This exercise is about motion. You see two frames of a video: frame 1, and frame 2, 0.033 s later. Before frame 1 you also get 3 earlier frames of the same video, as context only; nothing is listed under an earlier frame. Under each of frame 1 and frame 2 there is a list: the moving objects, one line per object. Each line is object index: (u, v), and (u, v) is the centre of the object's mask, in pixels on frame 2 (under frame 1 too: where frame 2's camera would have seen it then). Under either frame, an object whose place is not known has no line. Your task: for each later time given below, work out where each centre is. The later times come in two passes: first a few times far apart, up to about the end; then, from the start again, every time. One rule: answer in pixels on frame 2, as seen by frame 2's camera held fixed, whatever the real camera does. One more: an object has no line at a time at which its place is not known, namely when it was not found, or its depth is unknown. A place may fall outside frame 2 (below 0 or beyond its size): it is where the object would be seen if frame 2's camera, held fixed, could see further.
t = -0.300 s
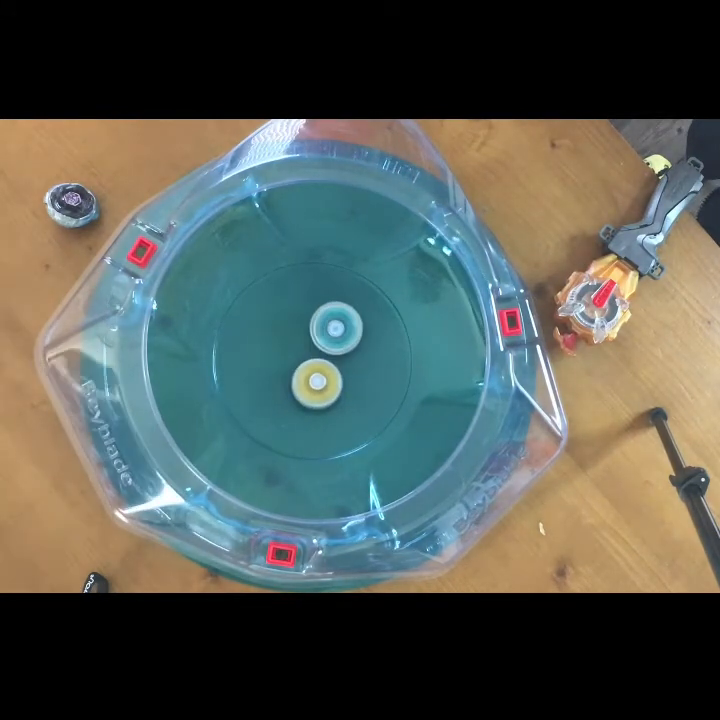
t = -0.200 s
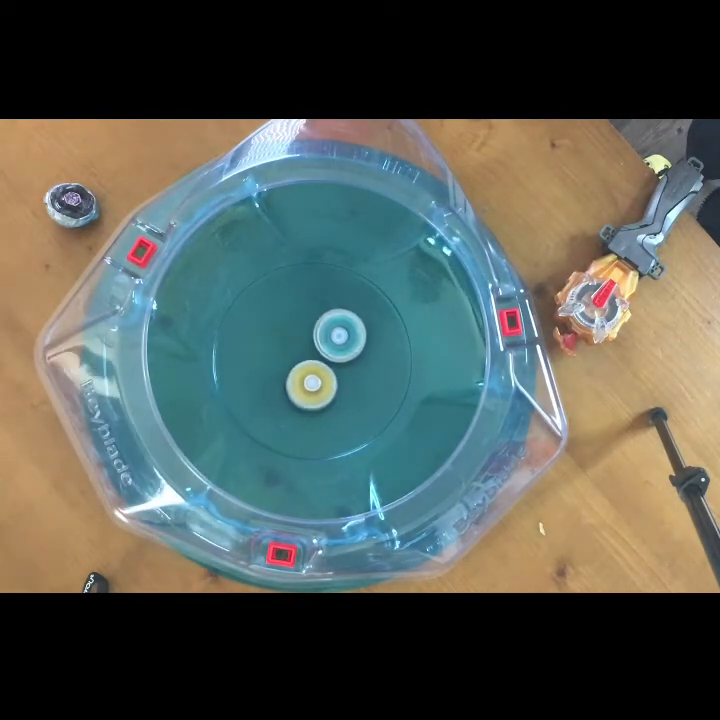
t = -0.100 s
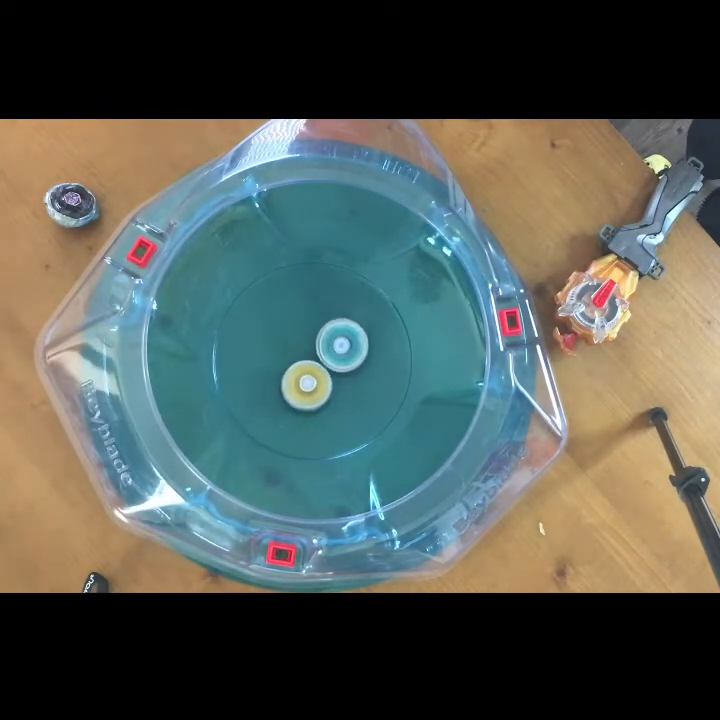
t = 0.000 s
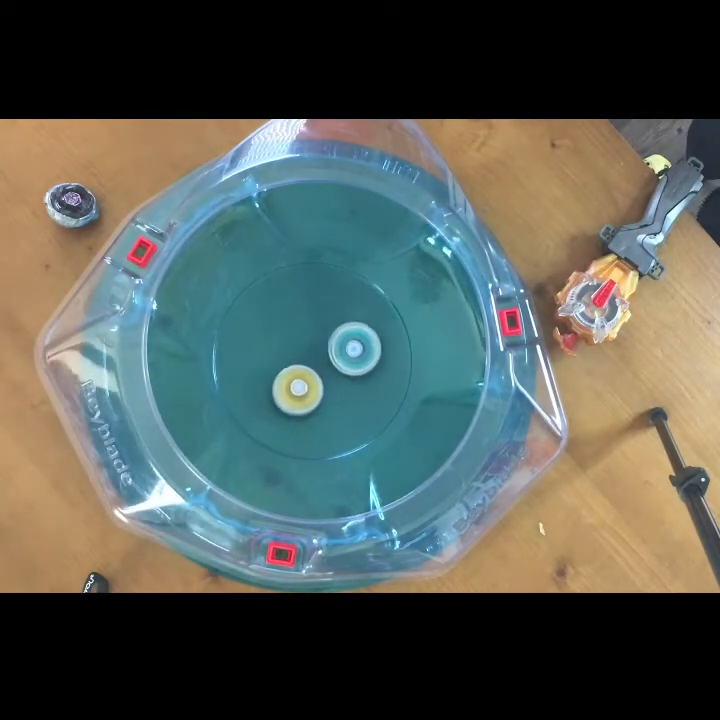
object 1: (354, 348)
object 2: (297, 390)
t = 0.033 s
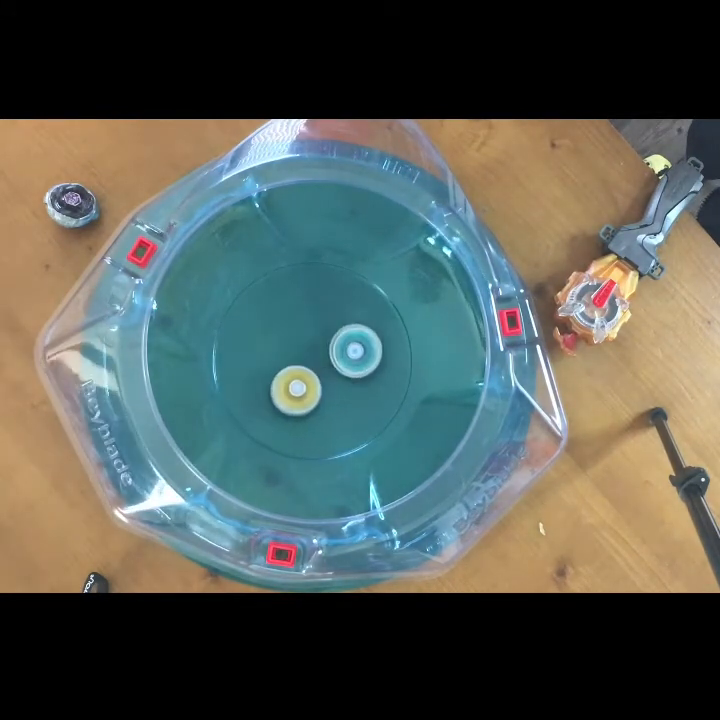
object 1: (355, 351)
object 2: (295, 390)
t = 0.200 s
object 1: (355, 361)
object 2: (291, 387)
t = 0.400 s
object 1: (346, 375)
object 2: (290, 372)
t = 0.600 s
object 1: (342, 395)
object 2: (282, 352)
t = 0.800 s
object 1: (331, 399)
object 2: (279, 338)
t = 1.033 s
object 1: (311, 391)
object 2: (289, 337)
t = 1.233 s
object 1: (295, 398)
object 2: (308, 331)
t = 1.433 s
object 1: (292, 386)
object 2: (327, 334)
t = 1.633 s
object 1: (294, 367)
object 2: (339, 342)
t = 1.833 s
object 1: (287, 353)
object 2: (347, 355)
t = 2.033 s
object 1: (294, 341)
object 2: (345, 372)
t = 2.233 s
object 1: (306, 336)
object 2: (335, 388)
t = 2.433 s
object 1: (319, 339)
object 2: (320, 394)
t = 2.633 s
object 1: (331, 347)
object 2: (301, 392)
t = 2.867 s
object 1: (339, 358)
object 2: (283, 382)
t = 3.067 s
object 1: (336, 369)
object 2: (276, 367)
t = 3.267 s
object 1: (326, 378)
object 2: (279, 349)
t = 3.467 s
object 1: (311, 383)
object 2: (290, 336)
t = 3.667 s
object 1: (301, 390)
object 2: (305, 326)
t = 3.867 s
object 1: (296, 384)
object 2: (321, 329)
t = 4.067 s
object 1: (289, 373)
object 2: (335, 341)
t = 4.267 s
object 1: (283, 364)
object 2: (343, 359)
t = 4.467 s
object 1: (289, 353)
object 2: (342, 379)
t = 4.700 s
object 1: (304, 342)
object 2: (330, 393)
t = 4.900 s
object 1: (320, 339)
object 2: (311, 392)
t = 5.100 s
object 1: (332, 343)
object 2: (292, 382)
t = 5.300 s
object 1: (336, 354)
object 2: (280, 366)
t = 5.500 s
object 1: (333, 368)
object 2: (278, 349)
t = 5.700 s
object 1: (323, 380)
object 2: (287, 338)
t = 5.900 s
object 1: (309, 391)
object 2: (306, 333)
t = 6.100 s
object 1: (301, 392)
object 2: (325, 334)
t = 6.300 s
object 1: (296, 383)
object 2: (338, 345)
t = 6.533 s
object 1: (266, 362)
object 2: (347, 366)
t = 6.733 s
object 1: (258, 351)
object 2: (342, 384)
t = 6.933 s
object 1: (265, 344)
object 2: (325, 392)
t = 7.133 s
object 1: (285, 336)
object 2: (304, 390)
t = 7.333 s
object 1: (306, 330)
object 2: (289, 380)
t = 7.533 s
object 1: (332, 328)
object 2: (280, 367)
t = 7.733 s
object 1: (345, 342)
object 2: (286, 351)
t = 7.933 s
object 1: (351, 367)
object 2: (301, 340)
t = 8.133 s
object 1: (344, 390)
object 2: (318, 338)
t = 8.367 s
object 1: (320, 402)
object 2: (333, 351)
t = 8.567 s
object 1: (288, 401)
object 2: (335, 364)
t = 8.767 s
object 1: (265, 383)
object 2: (327, 376)
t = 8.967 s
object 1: (260, 356)
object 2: (312, 377)
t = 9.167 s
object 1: (272, 325)
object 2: (302, 373)
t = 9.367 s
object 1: (299, 310)
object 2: (301, 363)
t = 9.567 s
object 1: (333, 308)
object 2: (302, 364)
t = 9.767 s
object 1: (358, 329)
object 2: (306, 366)
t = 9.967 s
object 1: (363, 363)
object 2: (311, 367)
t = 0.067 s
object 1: (356, 353)
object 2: (294, 390)
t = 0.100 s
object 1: (356, 355)
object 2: (293, 390)
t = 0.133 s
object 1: (356, 357)
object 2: (292, 389)
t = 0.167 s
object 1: (356, 359)
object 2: (292, 388)
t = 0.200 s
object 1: (355, 361)
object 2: (291, 387)
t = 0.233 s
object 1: (355, 364)
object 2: (291, 385)
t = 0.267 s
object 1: (353, 366)
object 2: (291, 383)
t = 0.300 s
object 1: (352, 368)
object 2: (291, 381)
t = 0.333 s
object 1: (350, 371)
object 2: (290, 378)
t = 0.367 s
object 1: (348, 373)
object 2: (290, 375)
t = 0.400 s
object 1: (346, 375)
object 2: (290, 372)
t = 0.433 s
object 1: (344, 378)
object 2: (290, 369)
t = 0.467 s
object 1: (341, 380)
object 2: (290, 366)
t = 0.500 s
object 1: (342, 384)
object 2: (287, 362)
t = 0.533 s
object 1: (344, 389)
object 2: (285, 358)
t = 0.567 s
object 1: (343, 393)
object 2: (283, 355)
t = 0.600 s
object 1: (342, 395)
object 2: (282, 352)
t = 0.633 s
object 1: (341, 396)
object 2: (281, 349)
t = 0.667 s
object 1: (339, 397)
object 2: (281, 346)
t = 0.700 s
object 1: (337, 398)
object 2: (280, 344)
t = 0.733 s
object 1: (336, 398)
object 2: (279, 341)
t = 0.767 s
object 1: (333, 399)
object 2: (279, 340)
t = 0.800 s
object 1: (331, 399)
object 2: (279, 338)
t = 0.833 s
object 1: (329, 398)
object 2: (279, 337)
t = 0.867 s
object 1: (326, 398)
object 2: (280, 336)
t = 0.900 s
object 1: (323, 397)
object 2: (281, 336)
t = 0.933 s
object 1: (320, 396)
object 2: (282, 336)
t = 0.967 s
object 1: (317, 394)
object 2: (284, 336)
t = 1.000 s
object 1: (314, 393)
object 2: (287, 336)
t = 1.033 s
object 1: (311, 391)
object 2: (289, 337)
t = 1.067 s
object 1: (308, 389)
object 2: (292, 337)
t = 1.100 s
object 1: (305, 388)
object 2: (296, 337)
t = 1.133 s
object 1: (302, 394)
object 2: (298, 334)
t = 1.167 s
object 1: (299, 398)
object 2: (302, 332)
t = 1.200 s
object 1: (297, 399)
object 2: (305, 331)
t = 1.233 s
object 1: (295, 398)
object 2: (308, 331)
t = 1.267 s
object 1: (294, 397)
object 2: (311, 331)
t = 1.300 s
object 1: (293, 395)
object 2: (314, 331)
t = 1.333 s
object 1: (293, 393)
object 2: (318, 332)
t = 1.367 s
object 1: (293, 391)
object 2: (321, 332)
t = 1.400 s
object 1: (292, 389)
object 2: (324, 333)
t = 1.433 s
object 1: (292, 386)
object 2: (327, 334)
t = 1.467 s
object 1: (292, 383)
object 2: (330, 334)
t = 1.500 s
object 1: (292, 380)
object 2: (332, 335)
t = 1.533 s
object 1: (292, 377)
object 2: (334, 337)
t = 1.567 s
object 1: (293, 373)
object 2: (336, 338)
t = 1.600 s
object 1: (293, 370)
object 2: (338, 340)
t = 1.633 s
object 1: (294, 367)
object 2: (339, 342)
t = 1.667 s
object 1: (291, 365)
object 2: (341, 343)
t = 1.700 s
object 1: (287, 363)
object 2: (343, 345)
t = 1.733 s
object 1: (285, 360)
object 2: (344, 347)
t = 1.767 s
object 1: (285, 357)
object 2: (346, 349)
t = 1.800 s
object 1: (286, 355)
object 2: (346, 352)
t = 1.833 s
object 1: (287, 353)
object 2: (347, 355)
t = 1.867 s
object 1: (287, 350)
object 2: (347, 357)
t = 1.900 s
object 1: (288, 348)
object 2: (347, 360)
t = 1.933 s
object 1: (289, 346)
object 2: (347, 363)
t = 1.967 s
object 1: (291, 344)
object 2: (346, 366)
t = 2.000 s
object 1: (292, 343)
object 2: (346, 369)
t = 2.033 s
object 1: (294, 341)
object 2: (345, 372)
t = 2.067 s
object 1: (295, 340)
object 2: (344, 375)
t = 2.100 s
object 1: (297, 339)
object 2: (342, 378)
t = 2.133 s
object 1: (299, 337)
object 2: (341, 381)
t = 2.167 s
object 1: (301, 337)
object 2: (339, 383)
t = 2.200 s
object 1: (304, 336)
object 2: (337, 385)
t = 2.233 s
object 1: (306, 336)
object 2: (335, 388)
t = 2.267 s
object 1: (308, 336)
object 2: (333, 390)
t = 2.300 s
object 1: (310, 336)
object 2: (331, 391)
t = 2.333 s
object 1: (313, 336)
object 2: (328, 392)
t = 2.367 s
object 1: (315, 337)
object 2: (326, 393)
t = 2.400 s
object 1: (317, 338)
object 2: (323, 394)
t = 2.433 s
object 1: (319, 339)
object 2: (320, 394)
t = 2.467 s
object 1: (321, 340)
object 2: (317, 394)
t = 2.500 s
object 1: (324, 341)
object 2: (314, 394)
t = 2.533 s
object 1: (325, 342)
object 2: (311, 394)
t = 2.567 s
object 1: (327, 344)
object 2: (308, 393)
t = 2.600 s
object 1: (329, 345)
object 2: (305, 392)
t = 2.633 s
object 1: (331, 347)
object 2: (301, 392)
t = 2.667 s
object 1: (333, 348)
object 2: (298, 392)
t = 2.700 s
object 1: (335, 349)
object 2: (295, 391)
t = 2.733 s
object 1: (336, 351)
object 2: (292, 389)
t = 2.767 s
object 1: (337, 352)
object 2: (289, 388)
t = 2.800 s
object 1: (338, 354)
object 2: (287, 386)
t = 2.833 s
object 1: (339, 356)
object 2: (285, 384)
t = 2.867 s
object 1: (339, 358)
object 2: (283, 382)
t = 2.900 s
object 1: (339, 359)
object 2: (281, 380)
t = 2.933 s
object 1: (339, 361)
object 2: (279, 378)
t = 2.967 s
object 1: (338, 363)
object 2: (278, 376)
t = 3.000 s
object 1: (338, 365)
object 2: (277, 373)
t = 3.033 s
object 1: (337, 367)
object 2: (277, 370)
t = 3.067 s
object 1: (336, 369)
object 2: (276, 367)
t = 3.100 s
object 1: (335, 371)
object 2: (276, 364)
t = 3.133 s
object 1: (333, 372)
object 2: (276, 361)
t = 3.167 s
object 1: (332, 374)
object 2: (276, 358)
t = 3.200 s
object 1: (330, 376)
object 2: (276, 355)
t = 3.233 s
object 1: (328, 377)
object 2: (278, 352)
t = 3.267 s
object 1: (326, 378)
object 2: (279, 349)
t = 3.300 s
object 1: (324, 380)
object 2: (280, 347)
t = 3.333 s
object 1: (322, 381)
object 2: (282, 344)
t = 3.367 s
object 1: (319, 381)
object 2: (283, 342)
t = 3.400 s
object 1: (316, 382)
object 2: (286, 339)
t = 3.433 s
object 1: (314, 383)
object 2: (287, 338)
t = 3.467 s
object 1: (311, 383)
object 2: (290, 336)
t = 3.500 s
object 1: (309, 385)
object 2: (292, 333)
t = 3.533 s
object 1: (308, 388)
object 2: (295, 330)
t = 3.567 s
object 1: (306, 389)
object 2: (297, 329)
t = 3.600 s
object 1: (304, 390)
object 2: (300, 328)
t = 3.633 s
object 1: (302, 390)
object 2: (303, 326)
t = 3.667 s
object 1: (301, 390)
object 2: (305, 326)
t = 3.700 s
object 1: (300, 390)
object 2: (308, 326)
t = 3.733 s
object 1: (299, 389)
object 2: (311, 325)
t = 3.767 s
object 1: (298, 388)
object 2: (313, 326)
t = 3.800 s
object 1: (297, 387)
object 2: (316, 327)
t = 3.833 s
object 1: (296, 386)
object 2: (318, 328)
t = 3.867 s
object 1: (296, 384)
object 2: (321, 329)
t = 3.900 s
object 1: (295, 382)
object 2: (323, 331)
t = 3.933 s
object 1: (295, 380)
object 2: (325, 333)
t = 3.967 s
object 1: (294, 378)
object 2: (328, 334)
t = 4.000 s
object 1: (294, 375)
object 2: (330, 337)
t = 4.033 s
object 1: (294, 373)
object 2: (332, 339)
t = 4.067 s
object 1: (289, 373)
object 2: (335, 341)
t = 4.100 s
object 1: (286, 373)
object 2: (336, 343)
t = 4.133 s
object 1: (285, 371)
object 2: (339, 346)
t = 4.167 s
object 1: (284, 370)
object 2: (340, 349)
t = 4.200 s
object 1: (284, 368)
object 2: (341, 352)
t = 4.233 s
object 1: (284, 366)
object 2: (343, 356)
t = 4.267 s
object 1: (283, 364)
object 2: (343, 359)
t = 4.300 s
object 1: (284, 362)
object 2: (344, 363)
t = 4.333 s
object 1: (284, 360)
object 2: (344, 366)
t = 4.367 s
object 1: (285, 358)
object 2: (344, 369)
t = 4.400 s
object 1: (286, 357)
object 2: (344, 373)
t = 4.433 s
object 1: (288, 355)
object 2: (343, 376)
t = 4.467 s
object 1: (289, 353)
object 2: (342, 379)
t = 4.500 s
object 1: (290, 351)
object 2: (341, 382)
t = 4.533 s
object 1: (292, 349)
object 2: (340, 384)
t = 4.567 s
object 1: (294, 347)
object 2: (339, 387)
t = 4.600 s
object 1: (296, 345)
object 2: (337, 389)
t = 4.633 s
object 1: (298, 344)
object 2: (335, 390)
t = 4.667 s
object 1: (301, 343)
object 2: (333, 391)
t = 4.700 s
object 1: (304, 342)
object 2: (330, 393)
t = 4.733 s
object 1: (306, 341)
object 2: (328, 393)
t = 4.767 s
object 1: (309, 340)
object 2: (325, 393)
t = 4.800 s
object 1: (312, 340)
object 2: (322, 394)
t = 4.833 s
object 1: (315, 339)
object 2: (319, 393)
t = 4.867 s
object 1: (317, 339)
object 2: (315, 392)
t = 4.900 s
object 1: (320, 339)
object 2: (311, 392)
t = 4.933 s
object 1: (322, 339)
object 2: (308, 391)
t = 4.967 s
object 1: (325, 340)
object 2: (304, 390)
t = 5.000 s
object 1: (327, 340)
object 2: (301, 388)
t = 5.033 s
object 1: (329, 341)
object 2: (297, 386)
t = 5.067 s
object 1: (330, 342)
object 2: (294, 385)
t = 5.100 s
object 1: (332, 343)
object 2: (292, 382)
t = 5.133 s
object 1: (333, 345)
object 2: (289, 380)
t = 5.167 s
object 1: (334, 346)
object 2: (287, 378)
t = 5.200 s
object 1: (335, 348)
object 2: (285, 375)
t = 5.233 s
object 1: (335, 350)
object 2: (282, 372)
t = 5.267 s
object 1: (336, 352)
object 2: (281, 370)
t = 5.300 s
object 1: (336, 354)
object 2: (280, 366)
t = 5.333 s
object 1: (336, 356)
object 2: (278, 364)
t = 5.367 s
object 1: (336, 359)
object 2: (277, 360)
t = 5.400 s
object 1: (335, 361)
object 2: (277, 357)
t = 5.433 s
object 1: (335, 363)
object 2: (277, 354)
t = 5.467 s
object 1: (334, 366)
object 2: (277, 352)
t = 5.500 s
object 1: (333, 368)
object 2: (278, 349)
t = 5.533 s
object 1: (332, 370)
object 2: (279, 348)
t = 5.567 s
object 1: (330, 372)
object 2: (280, 345)
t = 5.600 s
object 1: (329, 374)
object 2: (281, 343)
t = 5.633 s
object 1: (327, 376)
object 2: (283, 341)
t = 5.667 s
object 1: (325, 378)
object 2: (285, 339)
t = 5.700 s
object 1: (323, 380)
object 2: (287, 338)
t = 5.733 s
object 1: (321, 381)
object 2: (290, 337)
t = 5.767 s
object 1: (318, 382)
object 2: (293, 336)
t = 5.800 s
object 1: (316, 383)
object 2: (296, 335)
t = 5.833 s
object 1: (313, 384)
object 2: (299, 335)
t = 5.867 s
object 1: (311, 387)
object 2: (302, 334)
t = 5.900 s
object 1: (309, 391)
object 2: (306, 333)
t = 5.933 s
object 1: (307, 392)
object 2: (309, 332)
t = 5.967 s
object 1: (305, 393)
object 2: (312, 332)
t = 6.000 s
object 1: (304, 393)
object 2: (316, 332)
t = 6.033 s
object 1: (303, 393)
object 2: (319, 333)
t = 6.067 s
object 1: (302, 393)
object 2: (323, 334)
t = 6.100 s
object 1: (301, 392)
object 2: (325, 334)
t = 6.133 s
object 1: (300, 391)
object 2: (328, 336)
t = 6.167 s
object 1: (299, 390)
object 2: (331, 337)
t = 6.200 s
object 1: (298, 389)
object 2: (333, 339)
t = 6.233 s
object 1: (297, 387)
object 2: (336, 341)
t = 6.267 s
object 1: (297, 385)
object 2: (337, 343)
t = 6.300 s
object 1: (296, 383)
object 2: (338, 345)
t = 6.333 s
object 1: (295, 380)
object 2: (340, 348)
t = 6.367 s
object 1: (294, 377)
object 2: (340, 351)
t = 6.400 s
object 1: (294, 374)
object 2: (341, 354)
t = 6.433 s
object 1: (290, 372)
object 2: (343, 357)
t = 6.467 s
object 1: (280, 369)
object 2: (346, 359)
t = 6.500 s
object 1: (272, 365)
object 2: (347, 362)
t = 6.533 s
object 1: (266, 362)
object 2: (347, 366)
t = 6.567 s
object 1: (264, 360)
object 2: (348, 369)
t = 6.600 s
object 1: (262, 358)
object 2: (347, 373)
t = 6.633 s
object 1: (260, 356)
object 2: (347, 376)
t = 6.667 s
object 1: (259, 354)
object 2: (345, 379)
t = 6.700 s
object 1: (258, 353)
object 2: (344, 382)
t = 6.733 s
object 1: (258, 351)
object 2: (342, 384)
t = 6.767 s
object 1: (258, 350)
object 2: (340, 387)
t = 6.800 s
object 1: (259, 348)
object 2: (337, 388)
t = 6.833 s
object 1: (260, 347)
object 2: (334, 390)
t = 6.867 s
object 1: (261, 346)
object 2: (331, 391)
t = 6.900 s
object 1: (263, 345)
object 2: (328, 392)
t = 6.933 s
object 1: (265, 344)
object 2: (325, 392)
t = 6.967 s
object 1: (268, 343)
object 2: (321, 393)
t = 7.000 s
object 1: (271, 342)
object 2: (317, 392)
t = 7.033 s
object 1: (275, 342)
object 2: (313, 391)
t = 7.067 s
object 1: (278, 342)
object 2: (310, 390)
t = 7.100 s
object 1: (282, 341)
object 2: (306, 389)
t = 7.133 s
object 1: (285, 336)
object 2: (304, 390)
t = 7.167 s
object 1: (288, 332)
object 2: (300, 389)
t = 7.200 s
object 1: (291, 331)
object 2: (298, 388)
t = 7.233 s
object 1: (295, 330)
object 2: (295, 386)
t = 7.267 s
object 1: (298, 330)
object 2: (293, 385)
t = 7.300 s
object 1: (302, 330)
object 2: (290, 382)
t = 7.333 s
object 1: (306, 330)
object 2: (289, 380)
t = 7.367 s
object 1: (312, 327)
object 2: (286, 379)
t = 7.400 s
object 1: (317, 325)
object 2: (284, 377)
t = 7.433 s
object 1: (321, 325)
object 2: (282, 375)
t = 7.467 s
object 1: (325, 326)
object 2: (282, 373)
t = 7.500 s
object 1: (328, 327)
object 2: (280, 370)
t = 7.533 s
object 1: (332, 328)
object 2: (280, 367)
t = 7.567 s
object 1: (335, 329)
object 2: (280, 364)
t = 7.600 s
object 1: (337, 331)
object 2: (281, 361)
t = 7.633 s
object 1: (340, 333)
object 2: (281, 358)
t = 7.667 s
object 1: (342, 336)
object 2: (283, 356)
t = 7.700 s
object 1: (343, 339)
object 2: (284, 353)
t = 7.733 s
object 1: (345, 342)
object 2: (286, 351)
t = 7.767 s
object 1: (346, 345)
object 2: (288, 348)
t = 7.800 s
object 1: (347, 349)
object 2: (291, 346)
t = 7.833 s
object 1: (347, 352)
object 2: (293, 345)
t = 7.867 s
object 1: (347, 356)
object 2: (296, 343)
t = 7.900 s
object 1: (350, 362)
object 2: (298, 341)
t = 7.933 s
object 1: (351, 367)
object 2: (301, 340)
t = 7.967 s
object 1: (351, 371)
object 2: (303, 339)
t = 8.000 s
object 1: (350, 375)
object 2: (307, 338)
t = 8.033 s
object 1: (349, 379)
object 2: (309, 338)
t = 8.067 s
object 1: (348, 383)
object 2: (312, 337)
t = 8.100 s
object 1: (346, 387)
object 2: (316, 338)
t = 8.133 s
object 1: (344, 390)
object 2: (318, 338)
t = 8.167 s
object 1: (341, 393)
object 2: (321, 339)
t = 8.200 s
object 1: (338, 395)
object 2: (323, 340)
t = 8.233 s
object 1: (335, 398)
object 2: (326, 342)
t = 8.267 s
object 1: (332, 400)
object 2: (328, 344)
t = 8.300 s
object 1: (328, 401)
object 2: (330, 346)
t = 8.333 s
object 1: (324, 401)
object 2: (331, 348)
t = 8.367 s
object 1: (320, 402)
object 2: (333, 351)
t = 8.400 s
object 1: (316, 402)
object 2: (333, 353)
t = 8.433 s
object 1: (312, 402)
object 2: (334, 355)
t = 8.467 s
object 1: (306, 402)
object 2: (335, 358)
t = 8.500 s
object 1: (299, 402)
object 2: (335, 360)
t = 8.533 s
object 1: (294, 402)
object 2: (335, 363)
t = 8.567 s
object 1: (288, 401)
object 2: (335, 364)
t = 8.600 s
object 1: (283, 399)
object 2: (335, 367)
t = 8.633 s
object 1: (278, 397)
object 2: (333, 369)
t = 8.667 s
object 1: (274, 394)
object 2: (333, 370)
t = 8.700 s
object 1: (271, 391)
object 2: (331, 373)
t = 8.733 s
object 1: (268, 387)
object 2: (329, 374)
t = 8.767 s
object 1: (265, 383)
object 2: (327, 376)
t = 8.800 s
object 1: (263, 379)
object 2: (325, 376)
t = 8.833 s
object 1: (261, 375)
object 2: (323, 377)
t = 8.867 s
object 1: (260, 370)
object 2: (320, 378)
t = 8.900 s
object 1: (259, 366)
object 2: (318, 378)
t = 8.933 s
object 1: (260, 361)
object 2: (314, 378)
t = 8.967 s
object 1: (260, 356)
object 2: (312, 377)
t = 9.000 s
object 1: (261, 351)
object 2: (310, 377)
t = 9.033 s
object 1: (263, 346)
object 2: (307, 376)
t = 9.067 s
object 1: (265, 342)
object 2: (305, 375)
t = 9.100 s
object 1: (266, 335)
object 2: (304, 375)
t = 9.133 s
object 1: (268, 330)
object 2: (304, 374)
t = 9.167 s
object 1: (272, 325)
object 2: (302, 373)
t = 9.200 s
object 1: (275, 321)
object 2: (302, 371)
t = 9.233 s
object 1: (279, 318)
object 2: (301, 370)
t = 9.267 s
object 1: (284, 315)
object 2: (301, 368)
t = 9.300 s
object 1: (289, 313)
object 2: (301, 367)
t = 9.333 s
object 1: (294, 311)
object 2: (300, 365)
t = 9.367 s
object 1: (299, 310)
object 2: (301, 363)
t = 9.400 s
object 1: (304, 309)
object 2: (301, 362)
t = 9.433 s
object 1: (310, 308)
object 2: (301, 361)
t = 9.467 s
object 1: (317, 306)
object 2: (301, 362)
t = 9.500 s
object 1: (323, 306)
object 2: (301, 362)
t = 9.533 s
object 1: (328, 306)
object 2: (302, 363)
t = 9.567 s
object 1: (333, 308)
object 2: (302, 364)
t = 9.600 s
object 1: (339, 310)
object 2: (302, 364)
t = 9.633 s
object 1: (343, 313)
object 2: (303, 365)
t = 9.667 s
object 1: (348, 316)
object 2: (303, 365)
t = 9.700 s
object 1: (352, 320)
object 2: (305, 365)
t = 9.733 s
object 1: (355, 324)
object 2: (305, 366)
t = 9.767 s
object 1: (358, 329)
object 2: (306, 366)
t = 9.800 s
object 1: (361, 334)
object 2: (307, 367)
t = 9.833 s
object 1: (362, 339)
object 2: (307, 367)
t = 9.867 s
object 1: (363, 345)
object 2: (309, 367)
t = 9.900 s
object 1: (364, 351)
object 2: (309, 367)
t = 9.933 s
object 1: (364, 357)
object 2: (310, 367)
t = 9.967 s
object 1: (363, 363)
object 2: (311, 367)
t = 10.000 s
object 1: (363, 369)
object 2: (310, 367)
